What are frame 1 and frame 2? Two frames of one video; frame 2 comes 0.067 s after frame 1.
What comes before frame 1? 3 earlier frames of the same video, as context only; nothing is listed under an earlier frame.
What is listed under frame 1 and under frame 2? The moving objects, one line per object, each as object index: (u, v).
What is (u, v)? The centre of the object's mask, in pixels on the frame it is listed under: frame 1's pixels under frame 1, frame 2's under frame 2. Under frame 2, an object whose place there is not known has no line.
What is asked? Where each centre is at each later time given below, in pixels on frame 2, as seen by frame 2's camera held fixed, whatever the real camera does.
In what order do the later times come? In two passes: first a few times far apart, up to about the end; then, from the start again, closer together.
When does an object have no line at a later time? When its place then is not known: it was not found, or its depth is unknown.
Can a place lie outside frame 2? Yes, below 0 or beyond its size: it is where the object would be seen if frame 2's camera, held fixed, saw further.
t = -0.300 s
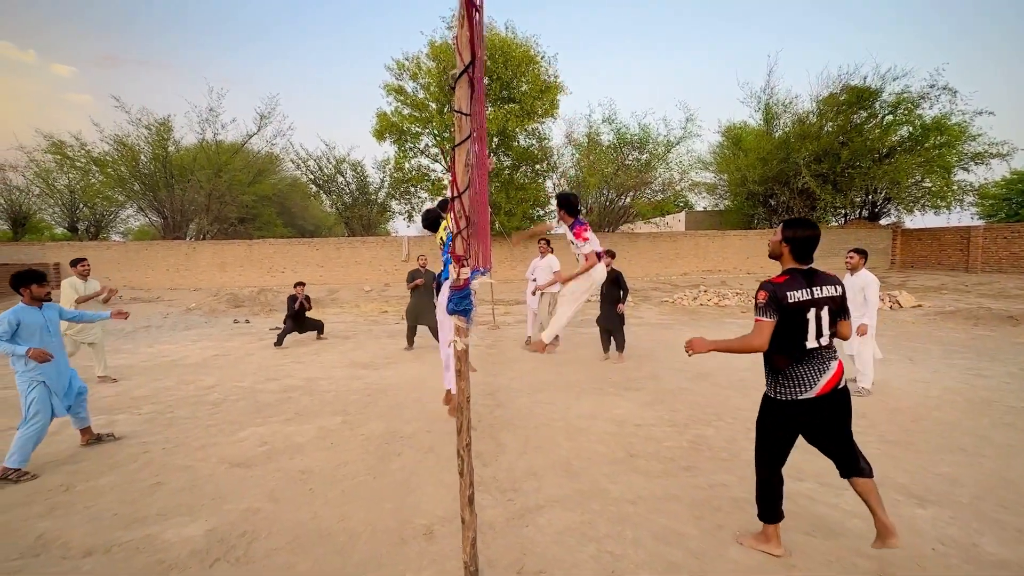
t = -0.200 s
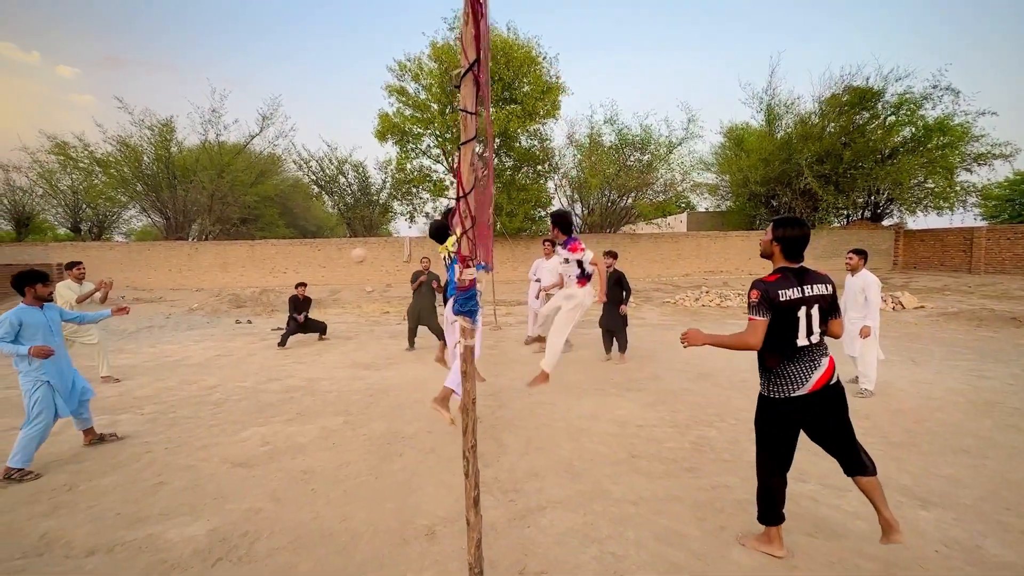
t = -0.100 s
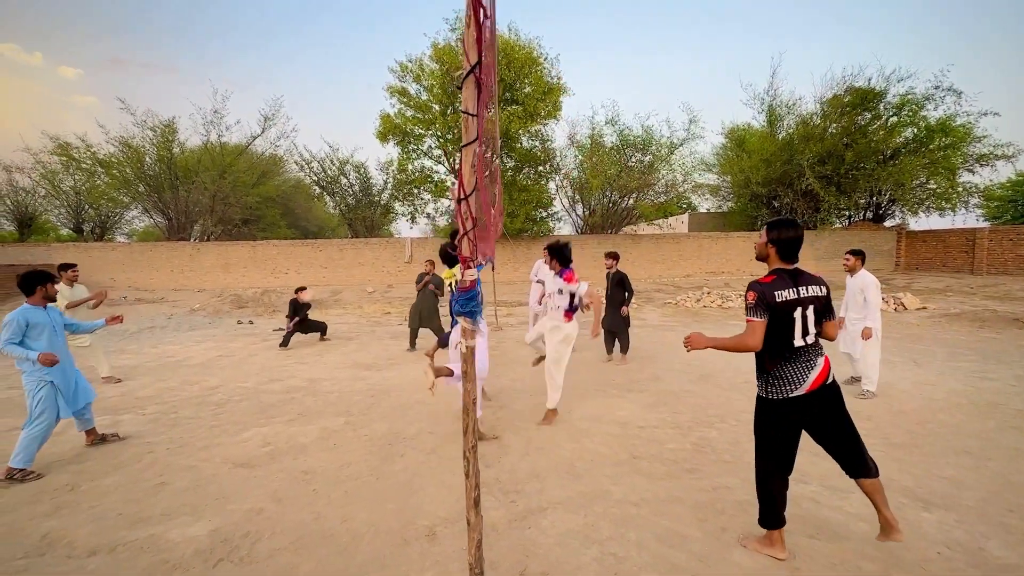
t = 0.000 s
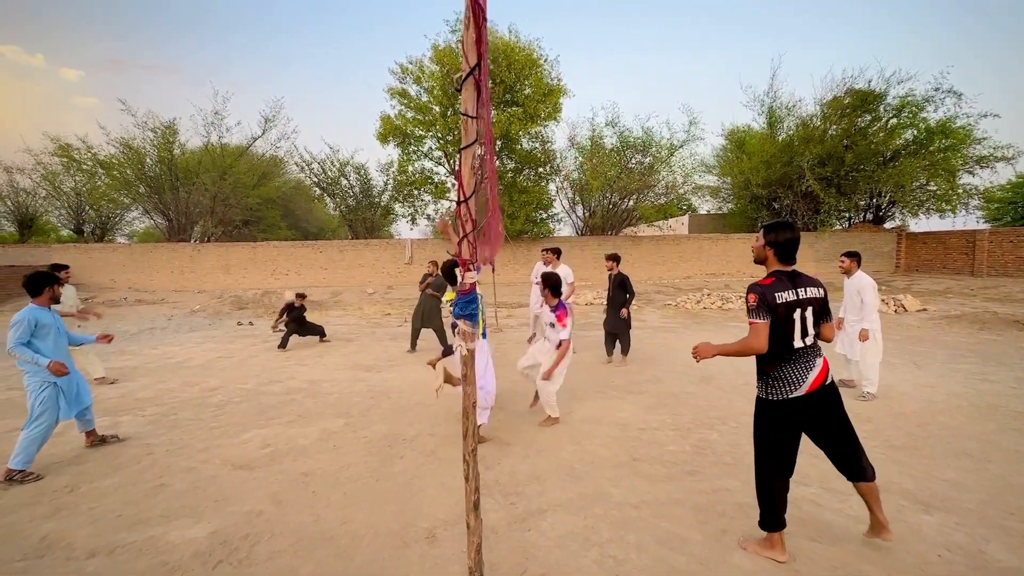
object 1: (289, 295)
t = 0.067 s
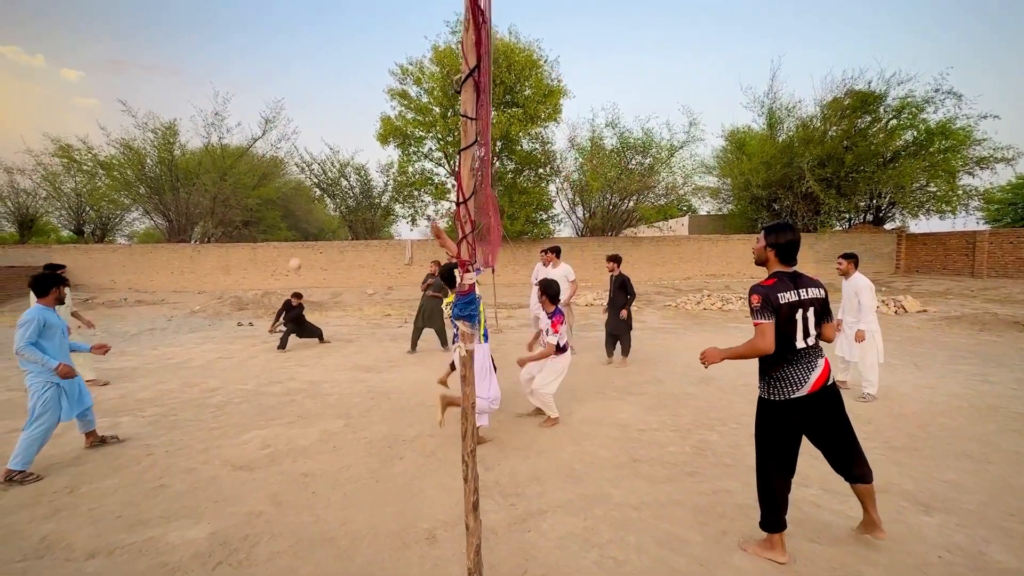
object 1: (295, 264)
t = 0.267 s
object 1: (315, 178)
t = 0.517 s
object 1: (344, 96)
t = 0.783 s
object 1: (379, 48)
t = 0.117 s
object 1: (300, 240)
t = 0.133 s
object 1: (302, 233)
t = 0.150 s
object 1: (303, 226)
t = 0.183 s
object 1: (306, 211)
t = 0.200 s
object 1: (308, 205)
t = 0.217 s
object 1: (309, 197)
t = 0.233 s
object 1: (312, 191)
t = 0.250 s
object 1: (314, 183)
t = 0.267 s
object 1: (315, 178)
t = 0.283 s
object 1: (317, 171)
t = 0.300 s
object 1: (318, 165)
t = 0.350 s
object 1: (324, 146)
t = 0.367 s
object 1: (326, 141)
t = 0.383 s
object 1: (328, 135)
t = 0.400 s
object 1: (330, 130)
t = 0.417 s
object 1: (332, 124)
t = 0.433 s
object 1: (334, 119)
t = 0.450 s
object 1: (336, 114)
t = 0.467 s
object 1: (338, 109)
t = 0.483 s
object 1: (340, 105)
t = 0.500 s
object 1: (342, 100)
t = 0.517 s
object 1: (344, 96)
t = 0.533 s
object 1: (346, 92)
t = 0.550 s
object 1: (348, 88)
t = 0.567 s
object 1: (350, 84)
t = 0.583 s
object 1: (352, 80)
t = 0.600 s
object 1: (354, 76)
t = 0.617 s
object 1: (357, 73)
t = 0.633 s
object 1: (359, 69)
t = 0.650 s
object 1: (361, 66)
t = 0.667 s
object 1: (363, 64)
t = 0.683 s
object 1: (365, 61)
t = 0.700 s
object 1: (368, 59)
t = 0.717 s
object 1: (369, 56)
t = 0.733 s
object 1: (372, 54)
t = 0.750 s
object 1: (374, 52)
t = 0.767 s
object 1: (376, 50)
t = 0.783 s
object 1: (379, 48)
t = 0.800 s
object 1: (381, 47)
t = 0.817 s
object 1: (383, 45)
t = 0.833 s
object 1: (385, 44)
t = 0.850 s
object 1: (388, 43)
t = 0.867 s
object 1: (390, 42)
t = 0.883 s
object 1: (392, 42)
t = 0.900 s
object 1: (394, 42)
